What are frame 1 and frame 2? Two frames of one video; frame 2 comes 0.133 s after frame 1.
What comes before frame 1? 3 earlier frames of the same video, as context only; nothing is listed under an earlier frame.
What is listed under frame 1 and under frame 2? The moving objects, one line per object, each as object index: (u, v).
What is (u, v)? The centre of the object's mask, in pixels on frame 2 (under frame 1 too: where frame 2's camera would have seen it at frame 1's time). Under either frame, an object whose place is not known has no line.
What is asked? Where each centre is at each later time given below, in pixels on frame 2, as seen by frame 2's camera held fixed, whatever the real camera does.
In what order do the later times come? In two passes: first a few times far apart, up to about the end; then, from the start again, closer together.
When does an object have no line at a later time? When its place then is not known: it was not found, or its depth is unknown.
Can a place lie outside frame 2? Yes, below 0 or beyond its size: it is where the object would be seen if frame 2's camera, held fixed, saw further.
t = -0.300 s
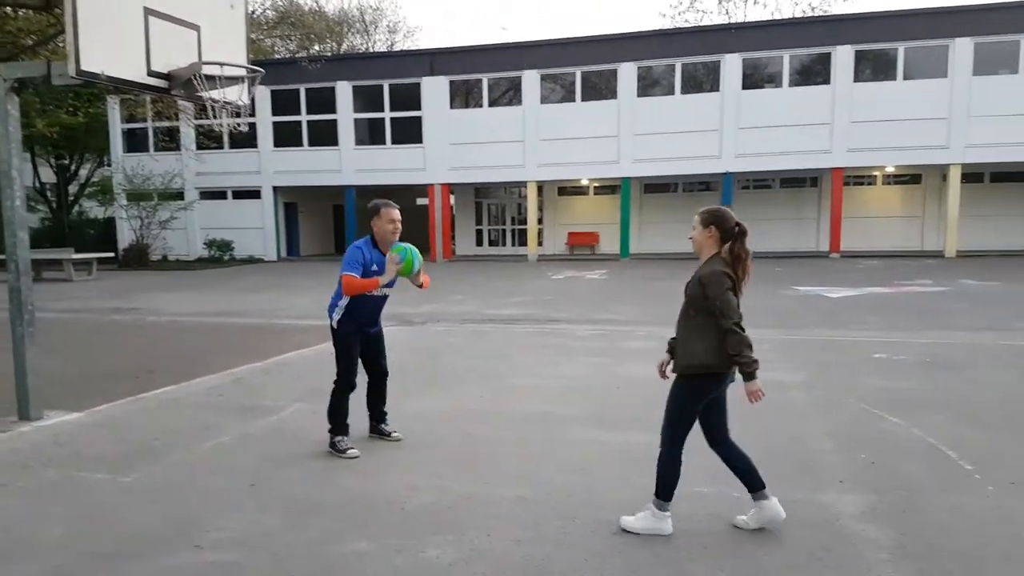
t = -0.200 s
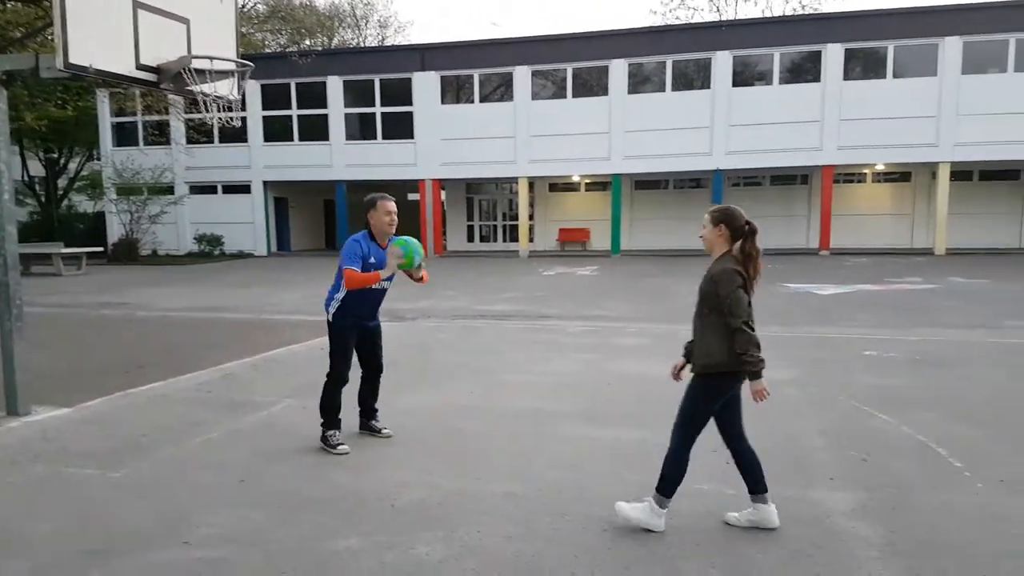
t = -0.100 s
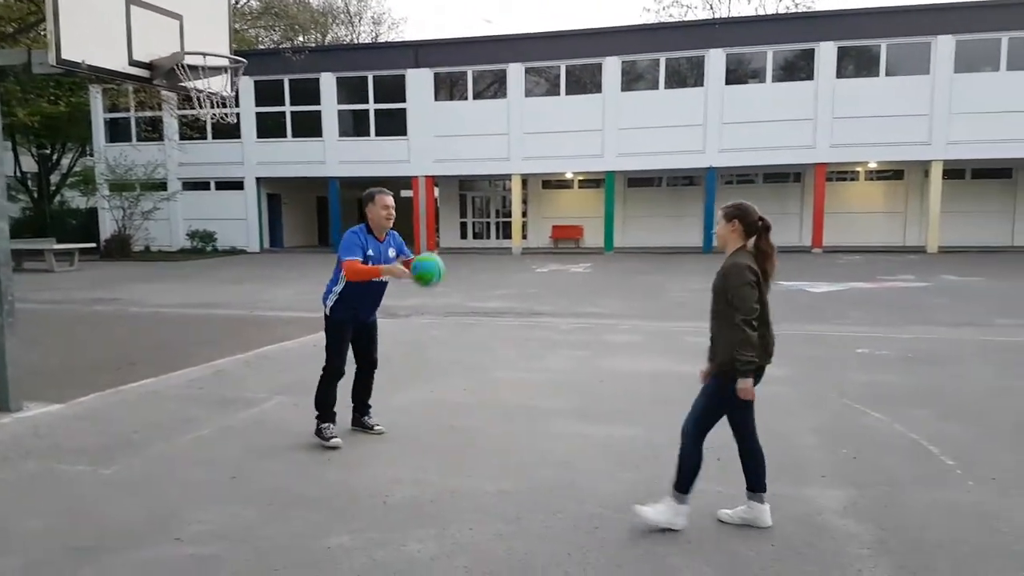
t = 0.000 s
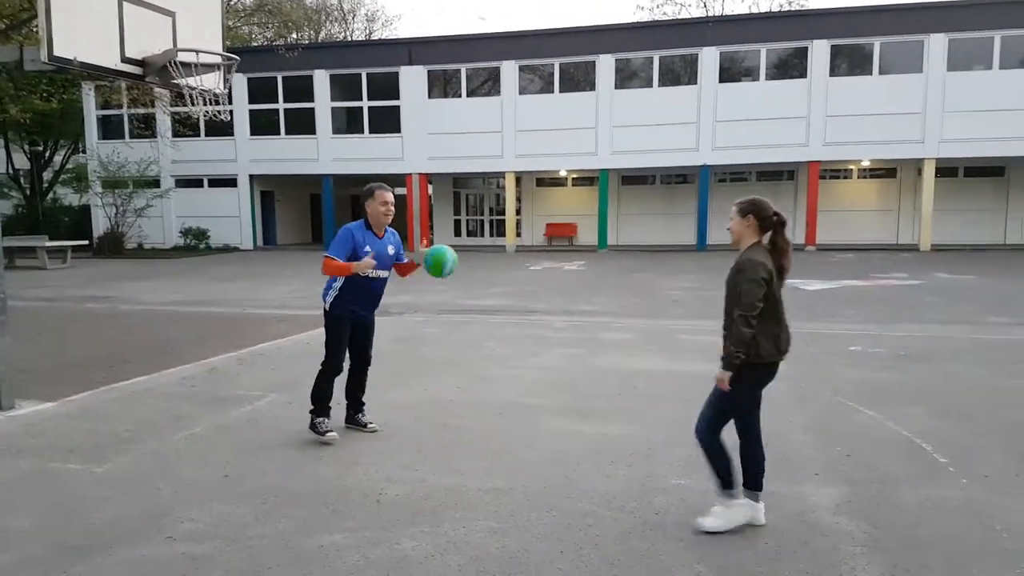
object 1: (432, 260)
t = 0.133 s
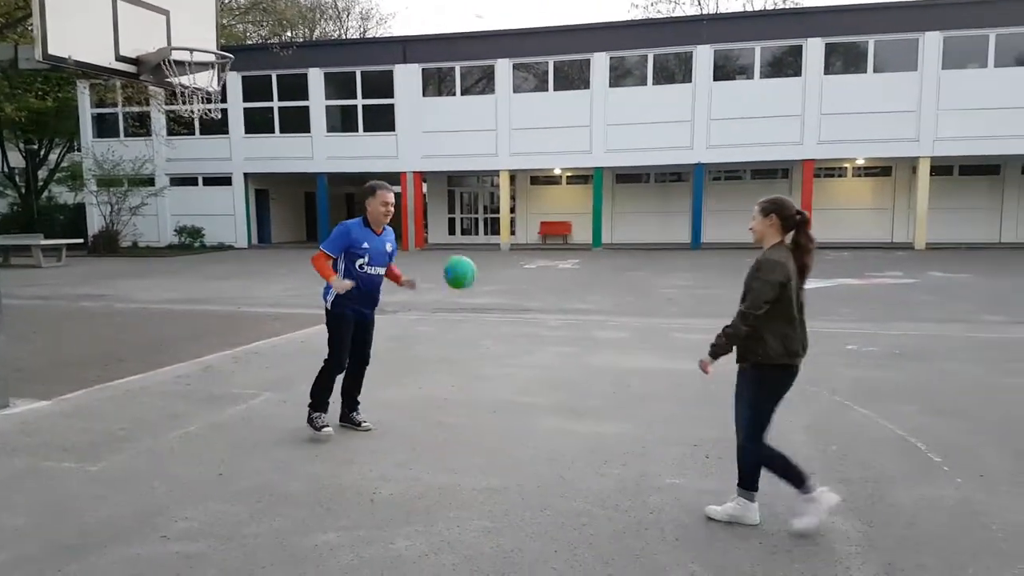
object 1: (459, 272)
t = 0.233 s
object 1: (479, 299)
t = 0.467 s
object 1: (522, 415)
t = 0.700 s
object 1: (602, 350)
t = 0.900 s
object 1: (683, 339)
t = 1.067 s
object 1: (754, 379)
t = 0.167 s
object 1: (465, 278)
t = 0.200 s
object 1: (472, 288)
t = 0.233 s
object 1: (479, 299)
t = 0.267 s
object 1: (486, 311)
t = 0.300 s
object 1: (492, 325)
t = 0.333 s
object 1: (497, 340)
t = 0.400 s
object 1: (509, 375)
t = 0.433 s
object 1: (516, 394)
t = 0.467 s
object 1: (522, 415)
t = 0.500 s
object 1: (532, 415)
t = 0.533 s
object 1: (543, 401)
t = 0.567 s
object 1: (554, 389)
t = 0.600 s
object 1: (566, 377)
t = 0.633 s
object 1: (578, 367)
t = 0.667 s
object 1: (590, 358)
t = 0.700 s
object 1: (602, 350)
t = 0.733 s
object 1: (614, 346)
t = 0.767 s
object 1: (628, 340)
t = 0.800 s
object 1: (642, 338)
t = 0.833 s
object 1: (656, 337)
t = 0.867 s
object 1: (669, 337)
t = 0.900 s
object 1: (683, 339)
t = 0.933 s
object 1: (697, 344)
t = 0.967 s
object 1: (710, 349)
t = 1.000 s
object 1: (725, 357)
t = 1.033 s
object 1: (739, 367)
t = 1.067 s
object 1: (754, 379)
